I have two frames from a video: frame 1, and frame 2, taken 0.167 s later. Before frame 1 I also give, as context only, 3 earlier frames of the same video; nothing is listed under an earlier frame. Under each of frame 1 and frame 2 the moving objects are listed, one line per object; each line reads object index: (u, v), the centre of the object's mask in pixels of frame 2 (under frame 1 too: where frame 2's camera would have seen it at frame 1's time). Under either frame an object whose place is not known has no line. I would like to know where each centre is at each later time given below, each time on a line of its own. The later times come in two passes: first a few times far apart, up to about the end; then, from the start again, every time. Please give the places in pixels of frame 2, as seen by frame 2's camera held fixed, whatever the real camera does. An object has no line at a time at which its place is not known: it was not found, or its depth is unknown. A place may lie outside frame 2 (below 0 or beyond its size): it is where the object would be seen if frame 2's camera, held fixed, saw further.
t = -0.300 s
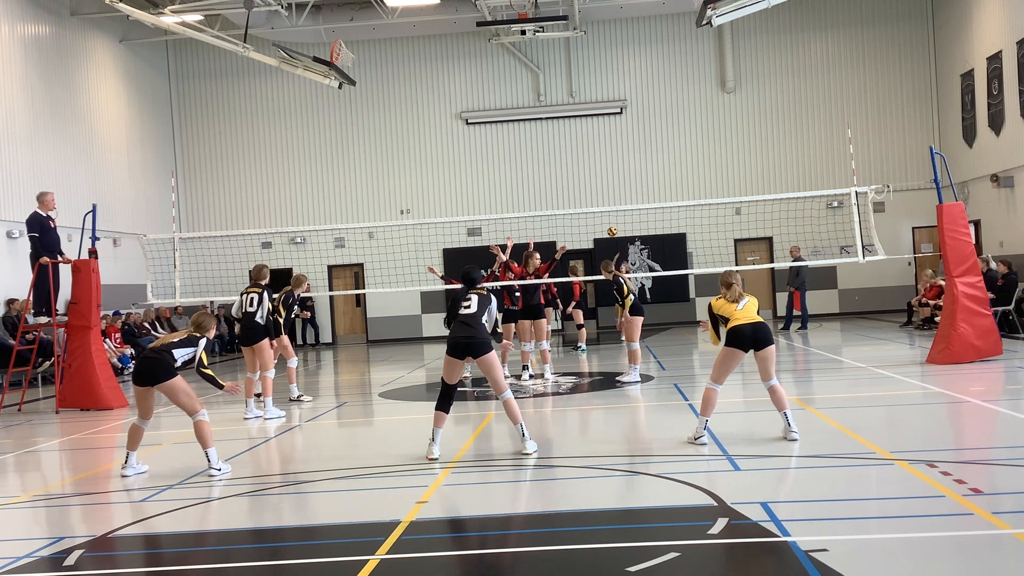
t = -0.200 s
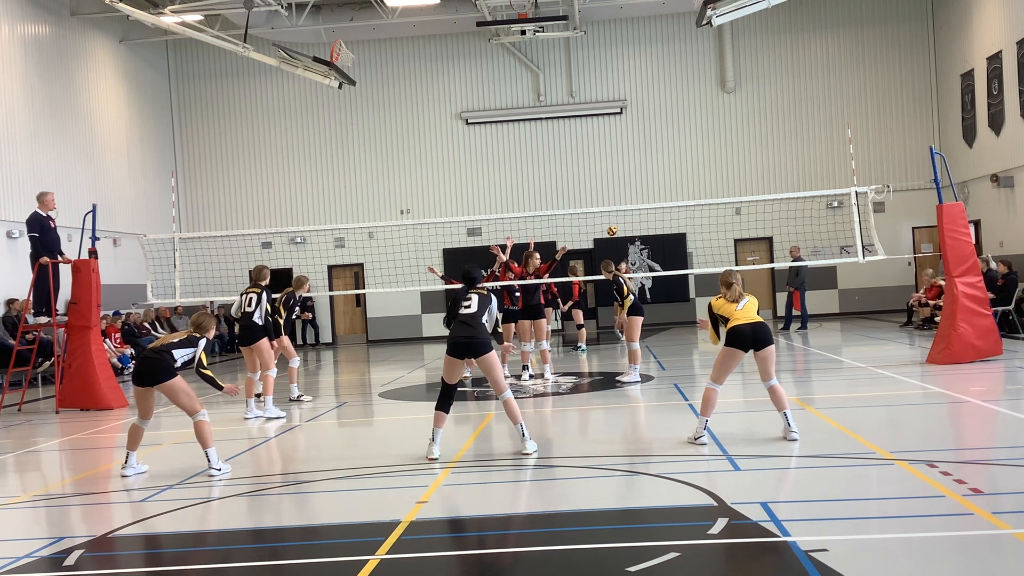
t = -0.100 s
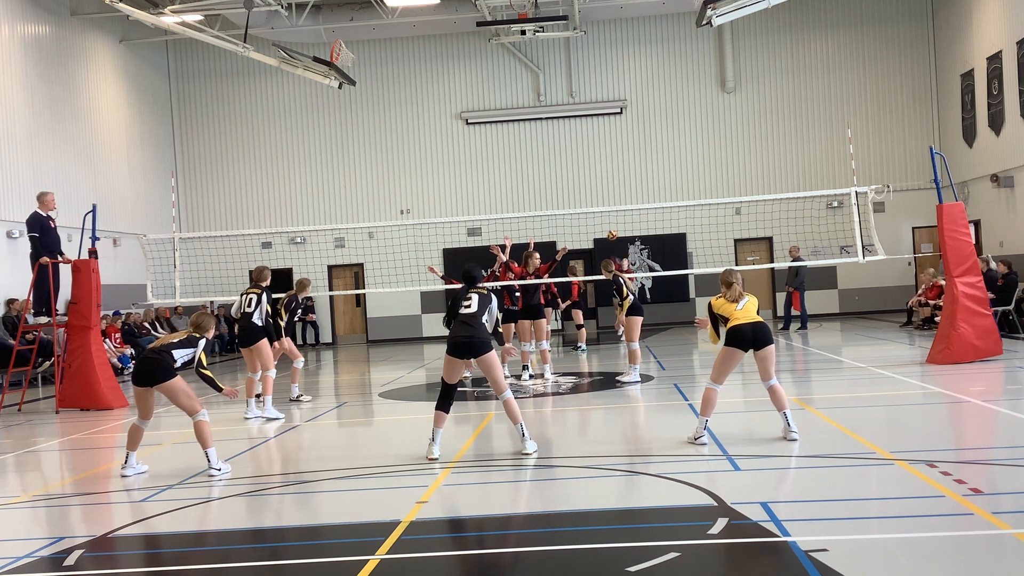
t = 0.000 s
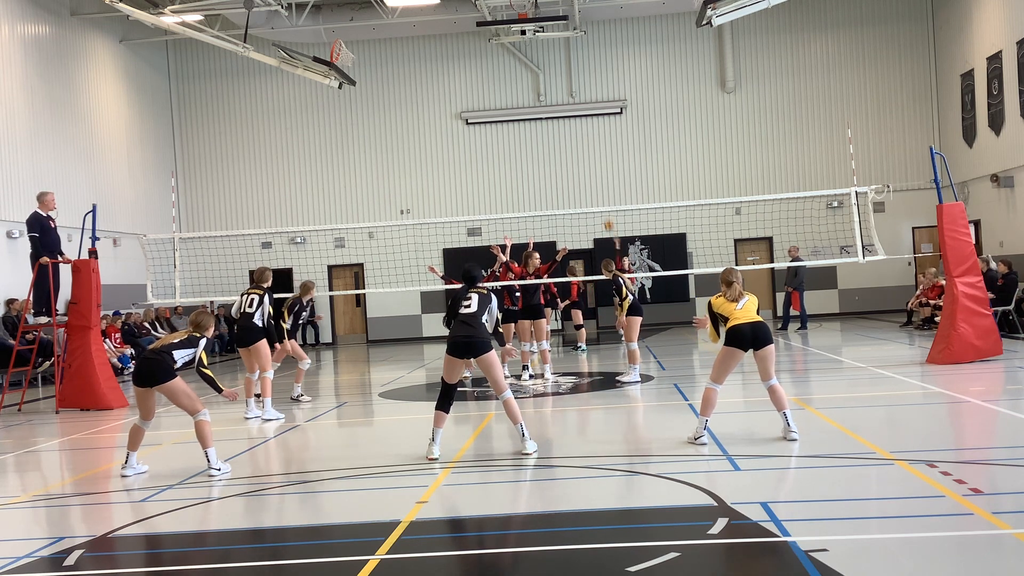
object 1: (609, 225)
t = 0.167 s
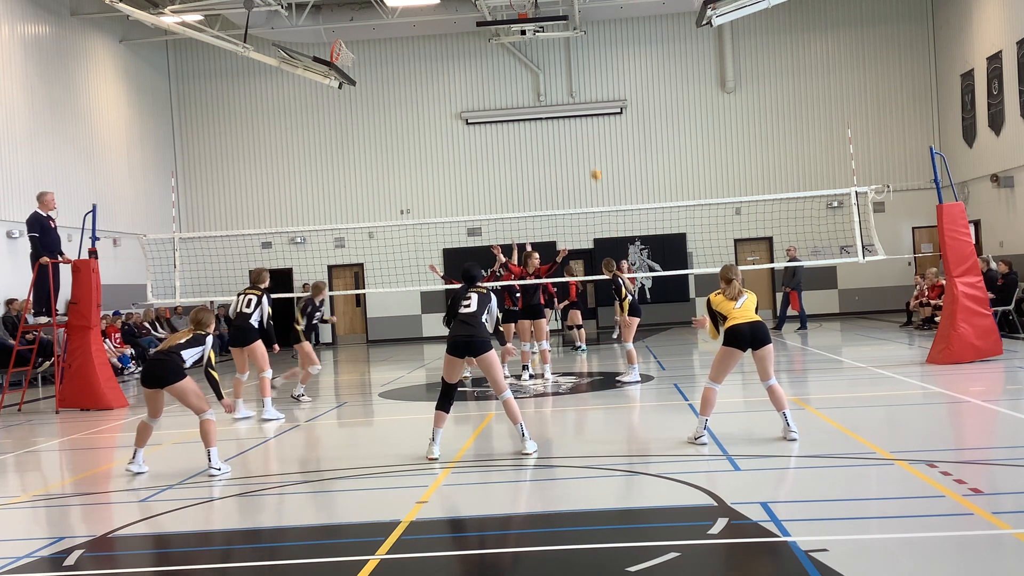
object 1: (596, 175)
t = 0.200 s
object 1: (593, 165)
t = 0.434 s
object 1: (570, 111)
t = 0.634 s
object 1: (549, 85)
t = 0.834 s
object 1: (523, 84)
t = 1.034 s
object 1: (496, 113)
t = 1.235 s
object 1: (457, 190)
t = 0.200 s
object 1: (593, 165)
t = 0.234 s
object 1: (590, 155)
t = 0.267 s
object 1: (587, 146)
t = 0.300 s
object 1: (584, 138)
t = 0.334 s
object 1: (581, 130)
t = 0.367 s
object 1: (578, 123)
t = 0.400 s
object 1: (574, 117)
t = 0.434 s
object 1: (570, 111)
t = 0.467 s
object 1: (567, 105)
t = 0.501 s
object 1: (563, 100)
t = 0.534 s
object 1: (559, 96)
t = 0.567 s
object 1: (556, 92)
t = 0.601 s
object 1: (552, 88)
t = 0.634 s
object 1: (549, 85)
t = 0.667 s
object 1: (544, 83)
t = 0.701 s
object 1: (540, 81)
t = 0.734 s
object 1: (536, 81)
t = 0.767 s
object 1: (532, 81)
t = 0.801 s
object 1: (528, 82)
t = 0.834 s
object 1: (523, 84)
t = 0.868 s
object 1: (520, 86)
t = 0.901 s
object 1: (515, 89)
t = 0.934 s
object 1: (510, 94)
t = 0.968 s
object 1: (505, 100)
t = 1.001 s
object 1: (500, 106)
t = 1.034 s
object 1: (496, 113)
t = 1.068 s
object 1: (490, 123)
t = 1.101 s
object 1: (483, 134)
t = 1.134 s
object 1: (477, 145)
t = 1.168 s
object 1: (471, 157)
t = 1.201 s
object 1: (464, 173)
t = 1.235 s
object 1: (457, 190)
